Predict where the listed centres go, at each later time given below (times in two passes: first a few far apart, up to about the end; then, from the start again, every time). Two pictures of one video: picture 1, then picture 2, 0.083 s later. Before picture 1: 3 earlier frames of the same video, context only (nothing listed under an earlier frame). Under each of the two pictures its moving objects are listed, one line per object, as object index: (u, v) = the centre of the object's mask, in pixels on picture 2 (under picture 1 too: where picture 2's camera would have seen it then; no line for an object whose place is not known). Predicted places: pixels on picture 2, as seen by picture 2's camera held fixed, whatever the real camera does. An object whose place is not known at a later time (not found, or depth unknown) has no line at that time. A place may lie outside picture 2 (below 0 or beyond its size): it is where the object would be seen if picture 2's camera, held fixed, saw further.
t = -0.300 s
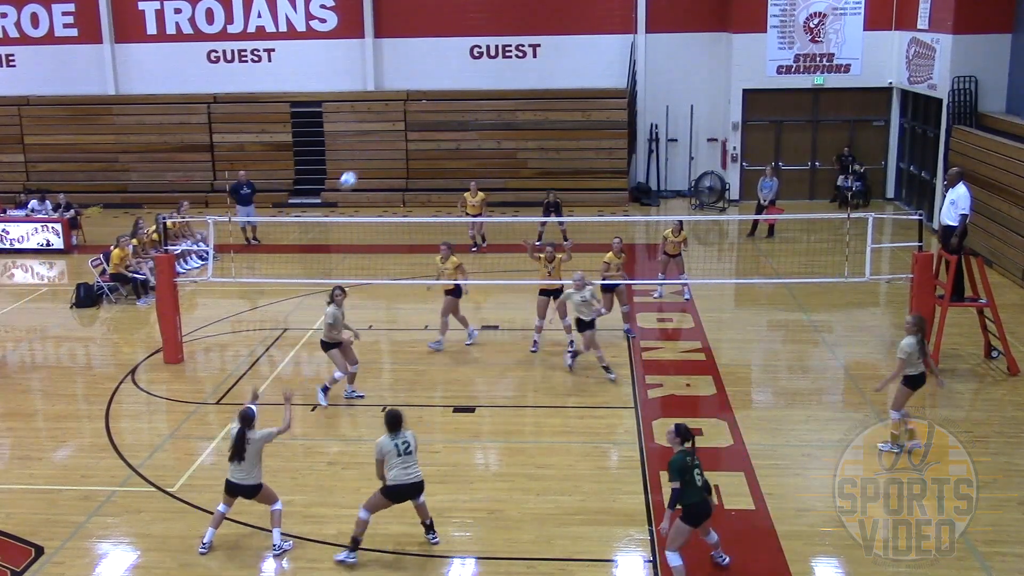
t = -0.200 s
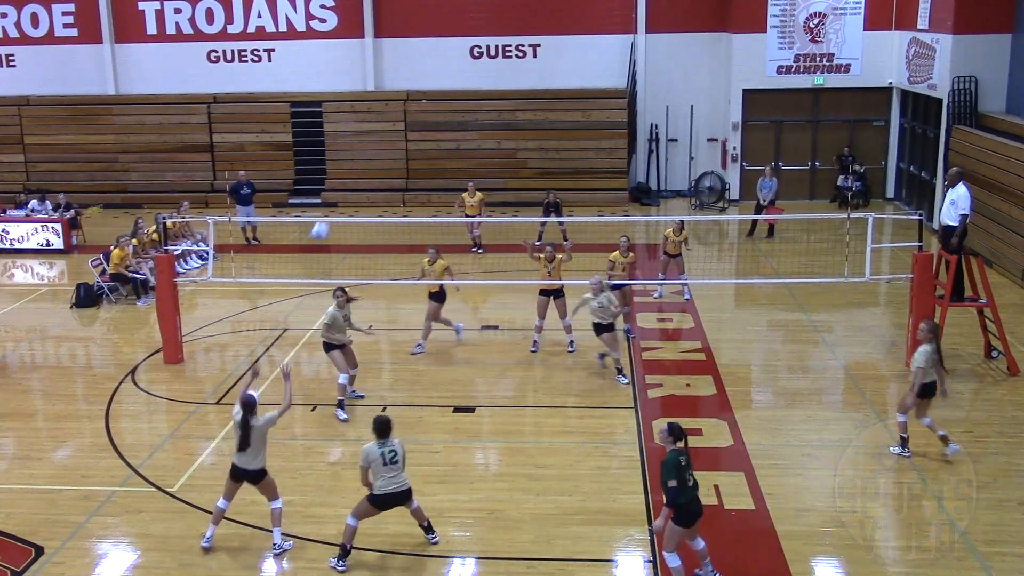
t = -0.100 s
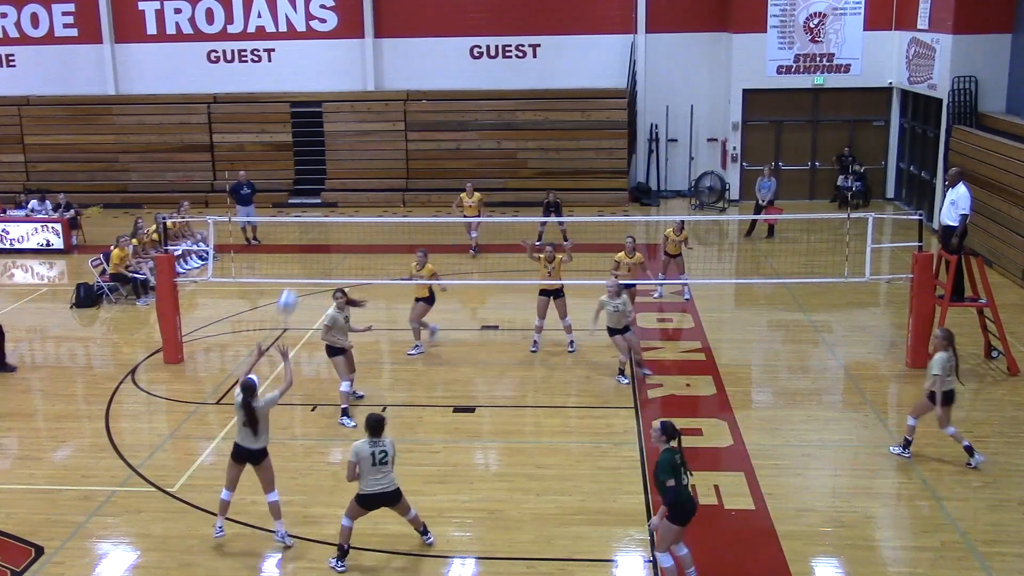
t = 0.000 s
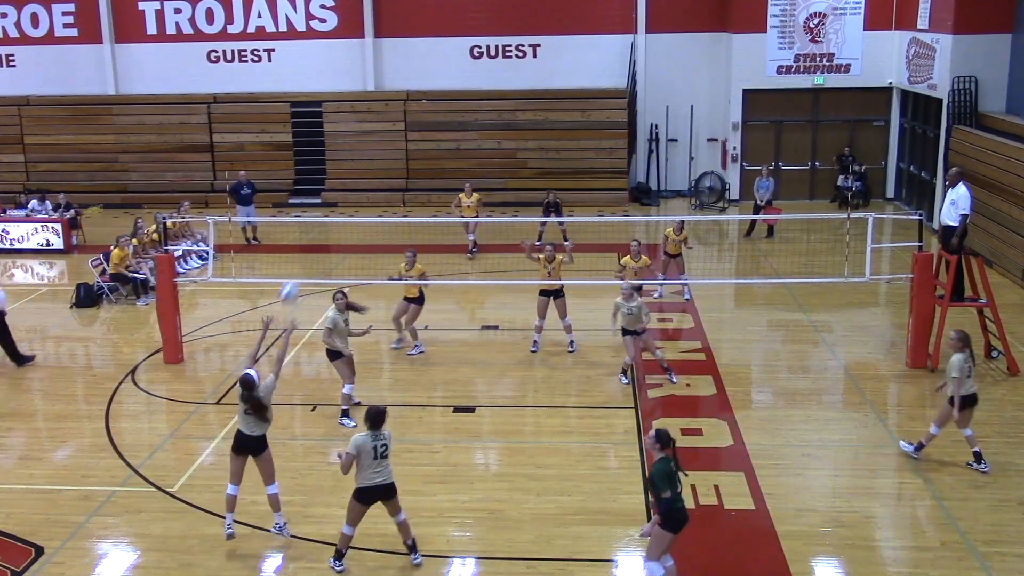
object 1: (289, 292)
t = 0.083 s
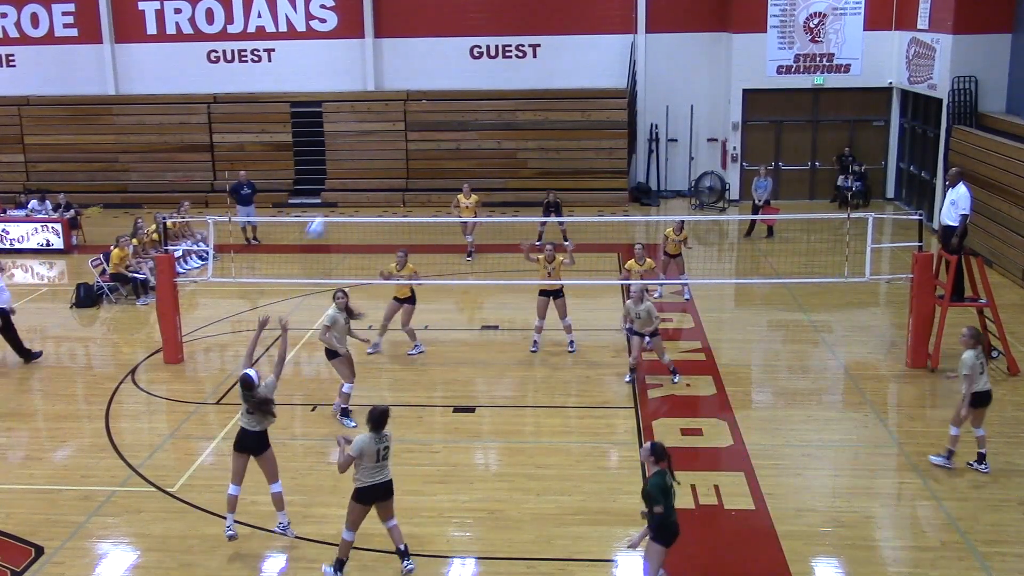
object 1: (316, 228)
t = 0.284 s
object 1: (382, 113)
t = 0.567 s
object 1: (472, 28)
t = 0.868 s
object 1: (557, 24)
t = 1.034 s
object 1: (600, 56)
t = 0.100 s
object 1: (322, 217)
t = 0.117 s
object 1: (328, 206)
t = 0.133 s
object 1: (333, 195)
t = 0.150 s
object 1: (339, 184)
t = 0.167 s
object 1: (344, 176)
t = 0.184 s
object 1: (349, 166)
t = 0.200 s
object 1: (355, 155)
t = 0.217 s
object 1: (360, 147)
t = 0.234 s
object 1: (366, 138)
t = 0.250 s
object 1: (371, 130)
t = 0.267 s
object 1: (376, 121)
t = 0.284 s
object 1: (382, 113)
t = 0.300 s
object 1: (388, 106)
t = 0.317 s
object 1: (393, 99)
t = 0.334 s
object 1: (398, 92)
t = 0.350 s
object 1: (404, 85)
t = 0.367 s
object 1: (409, 80)
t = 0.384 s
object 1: (414, 75)
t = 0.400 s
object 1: (419, 69)
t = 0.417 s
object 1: (425, 63)
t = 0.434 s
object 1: (430, 58)
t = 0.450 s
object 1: (435, 54)
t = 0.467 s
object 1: (440, 49)
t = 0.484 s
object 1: (446, 45)
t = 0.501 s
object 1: (451, 41)
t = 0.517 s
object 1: (456, 37)
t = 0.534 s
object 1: (461, 34)
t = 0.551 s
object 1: (466, 30)
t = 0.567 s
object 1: (472, 28)
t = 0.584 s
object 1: (477, 25)
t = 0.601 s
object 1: (482, 23)
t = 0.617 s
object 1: (487, 21)
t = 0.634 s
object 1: (492, 20)
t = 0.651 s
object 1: (497, 18)
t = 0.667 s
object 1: (501, 17)
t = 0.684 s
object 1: (506, 17)
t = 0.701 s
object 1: (511, 16)
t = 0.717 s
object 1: (516, 16)
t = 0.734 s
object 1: (520, 15)
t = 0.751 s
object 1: (525, 16)
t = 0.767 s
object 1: (529, 16)
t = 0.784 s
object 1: (534, 17)
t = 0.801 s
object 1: (539, 18)
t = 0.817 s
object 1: (544, 19)
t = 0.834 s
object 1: (548, 20)
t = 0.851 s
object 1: (553, 22)
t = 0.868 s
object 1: (557, 24)
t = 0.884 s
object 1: (562, 26)
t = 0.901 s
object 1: (566, 29)
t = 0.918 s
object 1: (570, 31)
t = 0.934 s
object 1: (575, 34)
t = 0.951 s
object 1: (579, 37)
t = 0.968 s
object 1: (583, 41)
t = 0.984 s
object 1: (588, 45)
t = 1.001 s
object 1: (591, 48)
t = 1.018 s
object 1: (596, 53)
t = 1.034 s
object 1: (600, 56)
